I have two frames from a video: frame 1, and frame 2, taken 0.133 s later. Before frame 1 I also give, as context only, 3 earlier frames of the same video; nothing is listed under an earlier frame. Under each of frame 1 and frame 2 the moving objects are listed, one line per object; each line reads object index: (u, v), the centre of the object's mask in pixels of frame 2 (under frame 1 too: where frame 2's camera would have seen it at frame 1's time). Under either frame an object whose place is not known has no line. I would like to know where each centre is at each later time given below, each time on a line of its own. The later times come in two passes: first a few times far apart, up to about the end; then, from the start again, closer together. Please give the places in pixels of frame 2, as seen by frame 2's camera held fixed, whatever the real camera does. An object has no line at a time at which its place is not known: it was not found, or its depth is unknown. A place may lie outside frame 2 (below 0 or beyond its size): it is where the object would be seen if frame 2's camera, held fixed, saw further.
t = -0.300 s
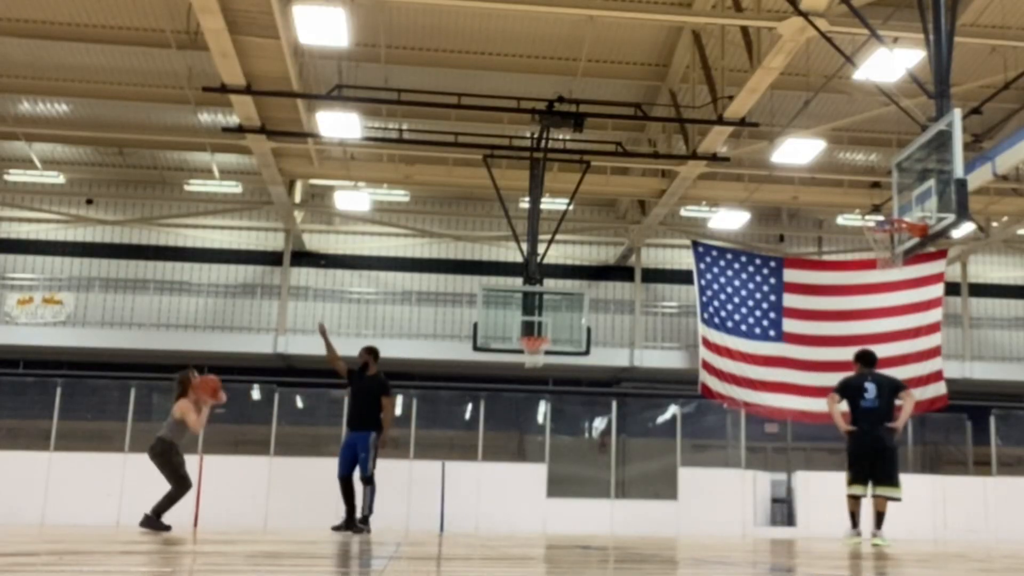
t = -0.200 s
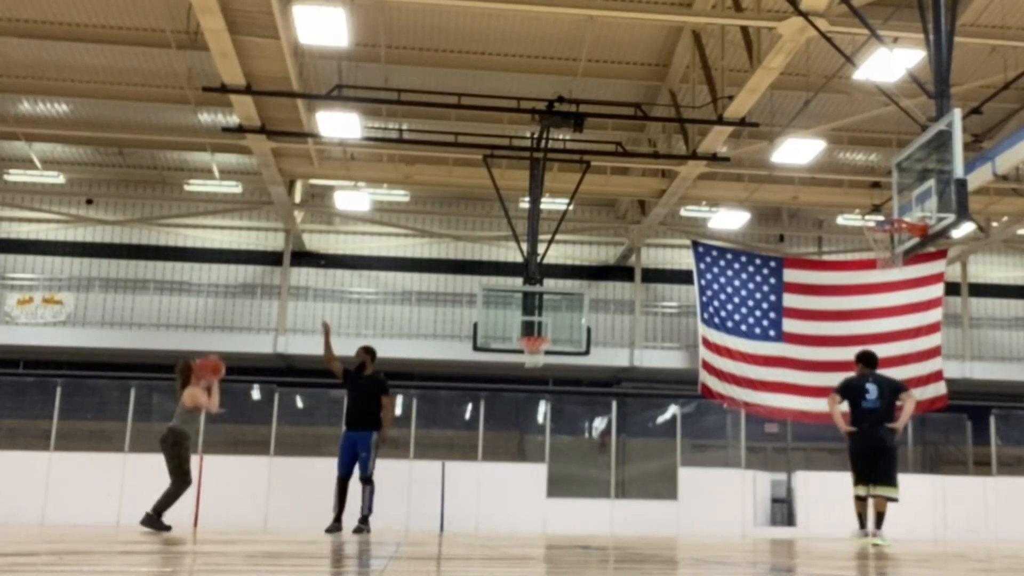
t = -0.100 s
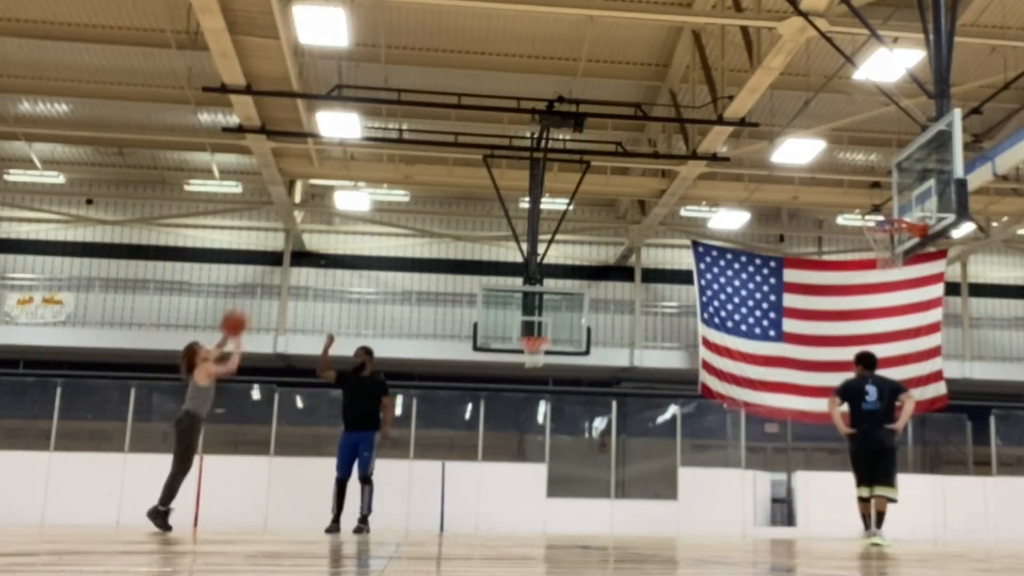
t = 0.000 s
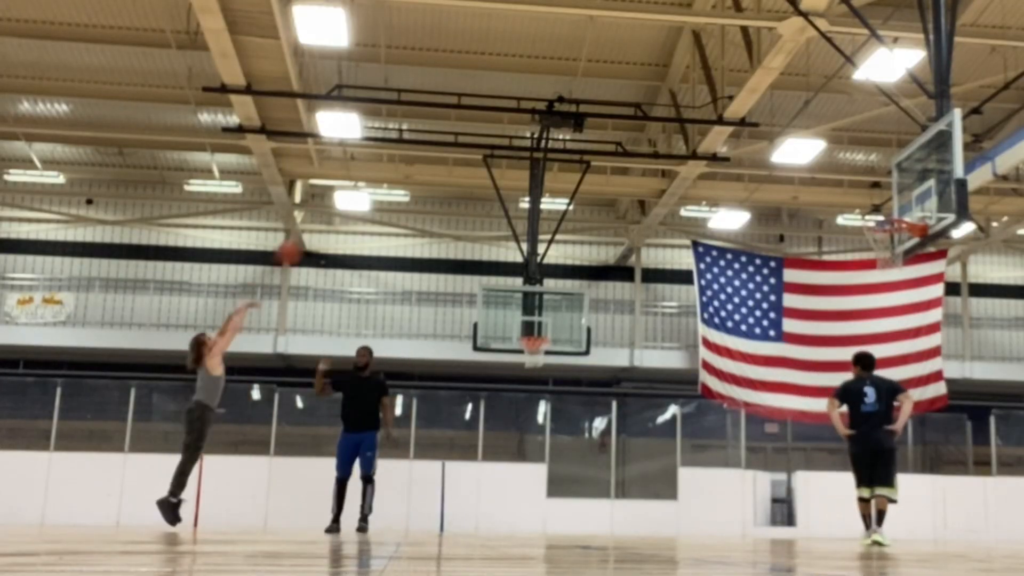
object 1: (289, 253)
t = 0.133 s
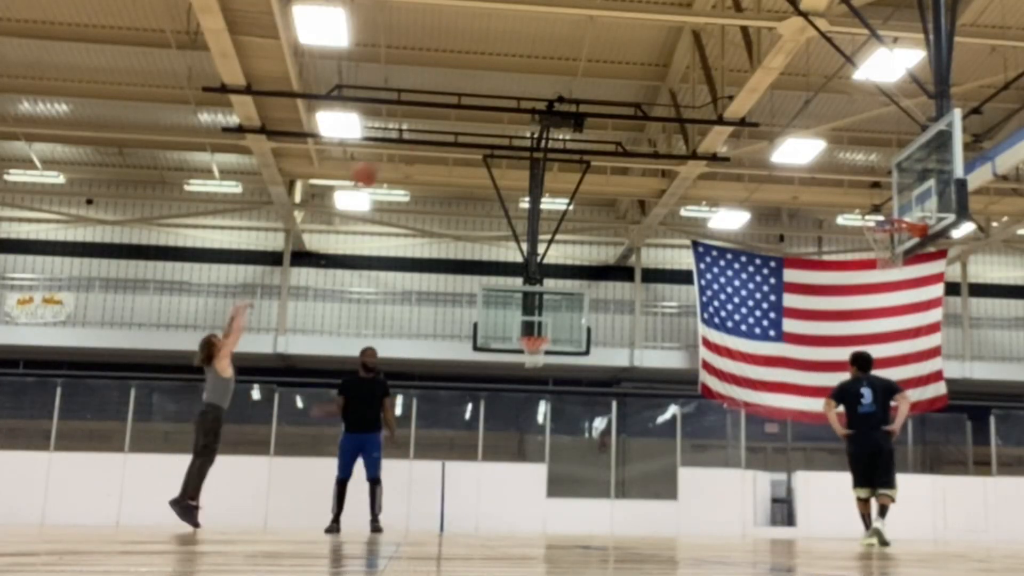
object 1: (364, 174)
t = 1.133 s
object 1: (841, 164)
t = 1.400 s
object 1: (875, 295)
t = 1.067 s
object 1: (812, 132)
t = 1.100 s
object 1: (830, 149)
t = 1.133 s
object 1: (841, 164)
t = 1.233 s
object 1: (885, 213)
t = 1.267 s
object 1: (901, 230)
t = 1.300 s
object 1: (892, 246)
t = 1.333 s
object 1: (886, 262)
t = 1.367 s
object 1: (880, 276)
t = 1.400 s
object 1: (875, 295)
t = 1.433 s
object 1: (869, 315)
